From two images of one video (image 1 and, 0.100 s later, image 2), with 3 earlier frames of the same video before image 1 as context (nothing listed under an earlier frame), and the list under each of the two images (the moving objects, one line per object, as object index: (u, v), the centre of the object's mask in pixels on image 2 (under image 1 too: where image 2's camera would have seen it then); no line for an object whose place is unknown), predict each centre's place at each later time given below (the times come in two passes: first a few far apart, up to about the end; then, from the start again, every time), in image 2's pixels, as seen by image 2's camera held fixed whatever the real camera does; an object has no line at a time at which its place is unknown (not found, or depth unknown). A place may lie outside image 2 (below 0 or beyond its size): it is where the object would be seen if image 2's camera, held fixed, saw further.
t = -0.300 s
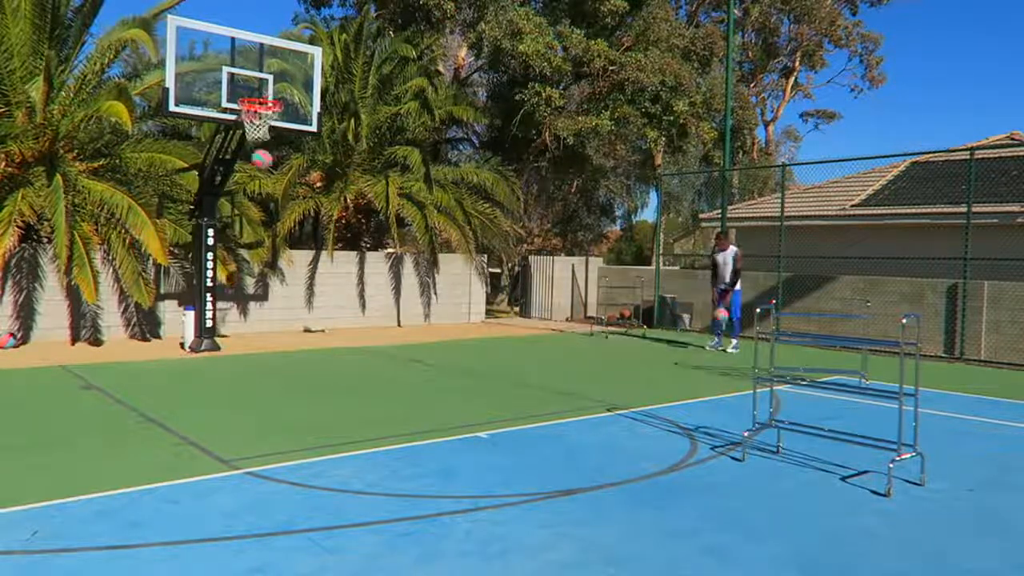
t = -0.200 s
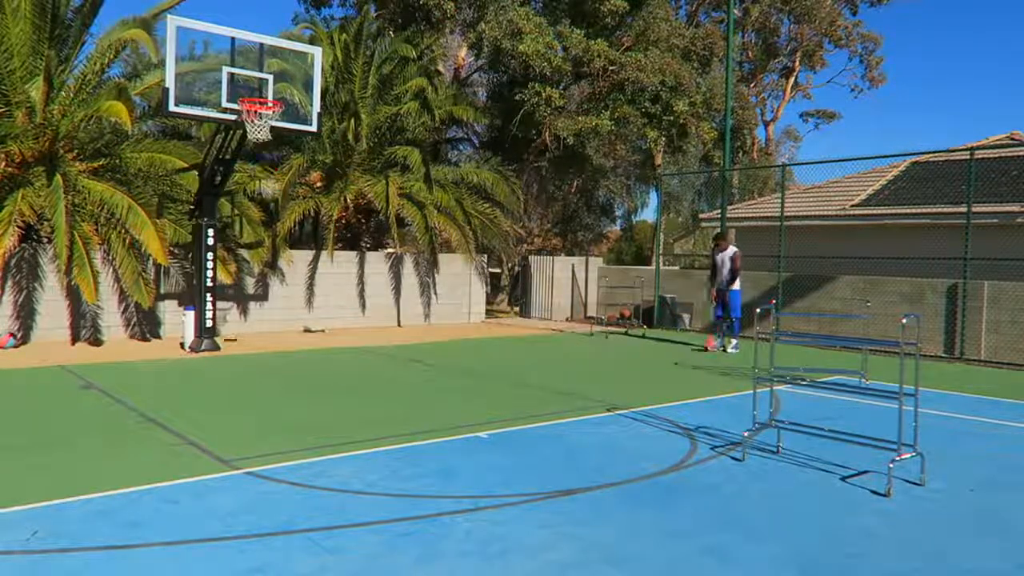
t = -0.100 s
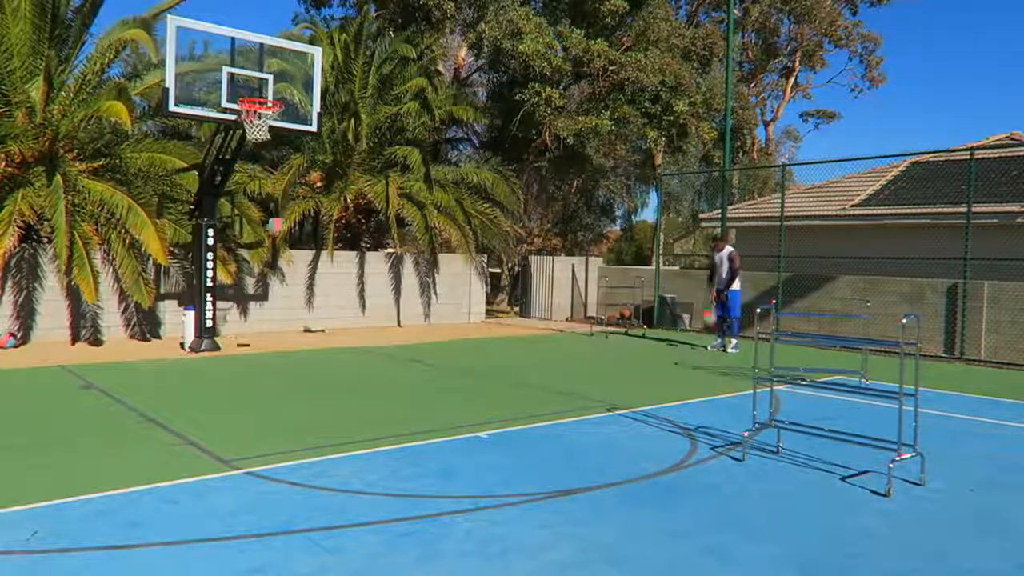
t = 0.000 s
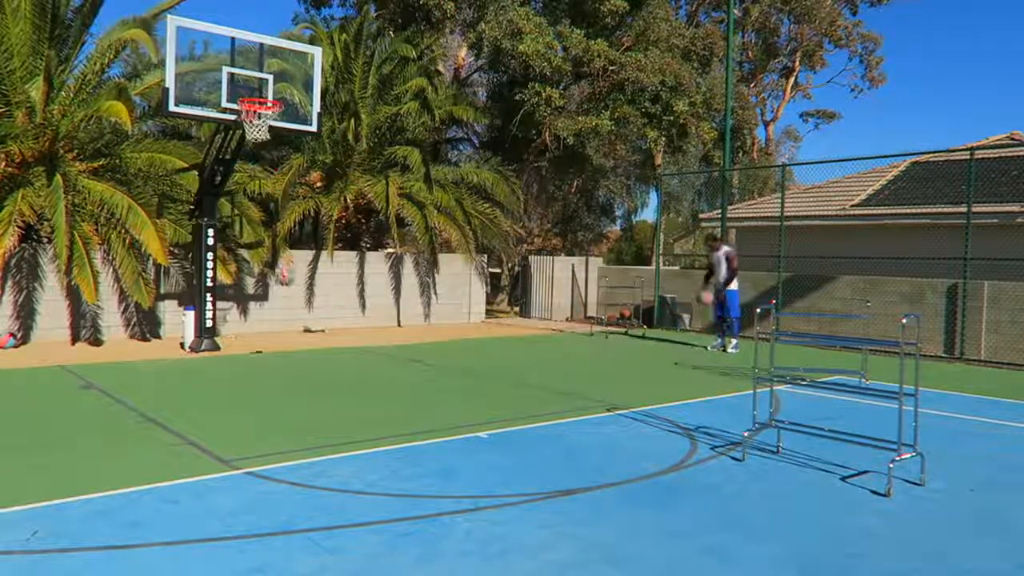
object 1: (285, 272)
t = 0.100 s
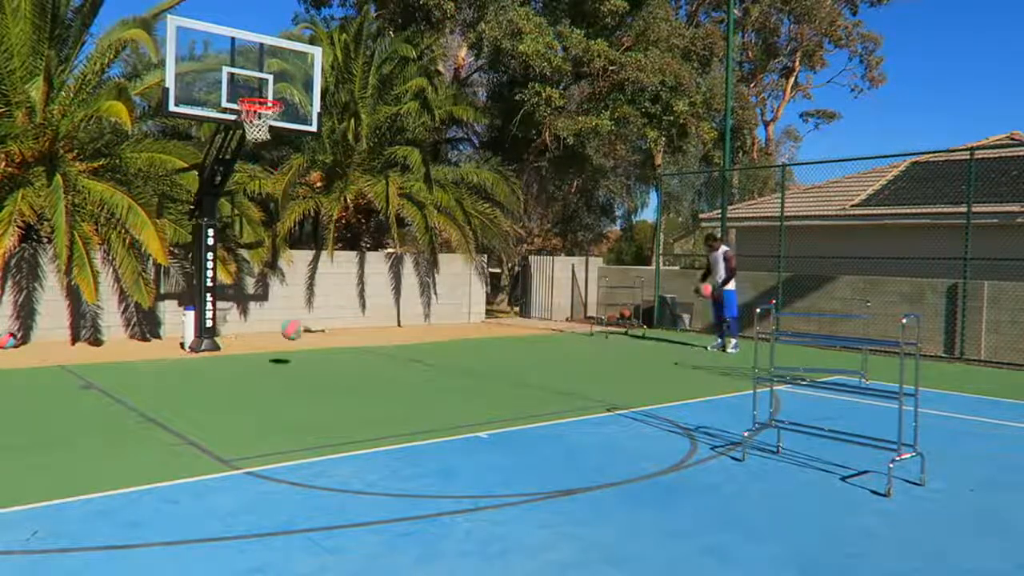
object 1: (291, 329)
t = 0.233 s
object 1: (301, 324)
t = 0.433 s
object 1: (314, 248)
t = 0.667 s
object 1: (329, 204)
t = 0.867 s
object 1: (340, 203)
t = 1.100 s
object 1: (354, 247)
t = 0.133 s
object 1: (294, 349)
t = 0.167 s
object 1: (294, 347)
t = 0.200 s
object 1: (298, 341)
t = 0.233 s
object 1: (301, 324)
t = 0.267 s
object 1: (303, 310)
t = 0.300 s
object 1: (305, 296)
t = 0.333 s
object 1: (311, 283)
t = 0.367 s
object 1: (313, 270)
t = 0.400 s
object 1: (313, 260)
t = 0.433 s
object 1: (314, 248)
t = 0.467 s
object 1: (317, 240)
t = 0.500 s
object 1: (318, 232)
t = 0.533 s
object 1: (320, 224)
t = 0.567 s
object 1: (322, 217)
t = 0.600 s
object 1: (324, 212)
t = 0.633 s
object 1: (326, 208)
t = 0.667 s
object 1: (329, 204)
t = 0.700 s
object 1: (331, 202)
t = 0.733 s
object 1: (333, 199)
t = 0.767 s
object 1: (335, 198)
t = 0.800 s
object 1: (338, 200)
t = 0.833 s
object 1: (338, 201)
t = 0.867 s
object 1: (340, 203)
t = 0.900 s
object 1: (341, 204)
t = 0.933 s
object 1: (345, 210)
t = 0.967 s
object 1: (346, 215)
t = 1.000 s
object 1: (349, 222)
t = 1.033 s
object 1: (350, 229)
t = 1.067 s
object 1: (352, 238)
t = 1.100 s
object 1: (354, 247)
